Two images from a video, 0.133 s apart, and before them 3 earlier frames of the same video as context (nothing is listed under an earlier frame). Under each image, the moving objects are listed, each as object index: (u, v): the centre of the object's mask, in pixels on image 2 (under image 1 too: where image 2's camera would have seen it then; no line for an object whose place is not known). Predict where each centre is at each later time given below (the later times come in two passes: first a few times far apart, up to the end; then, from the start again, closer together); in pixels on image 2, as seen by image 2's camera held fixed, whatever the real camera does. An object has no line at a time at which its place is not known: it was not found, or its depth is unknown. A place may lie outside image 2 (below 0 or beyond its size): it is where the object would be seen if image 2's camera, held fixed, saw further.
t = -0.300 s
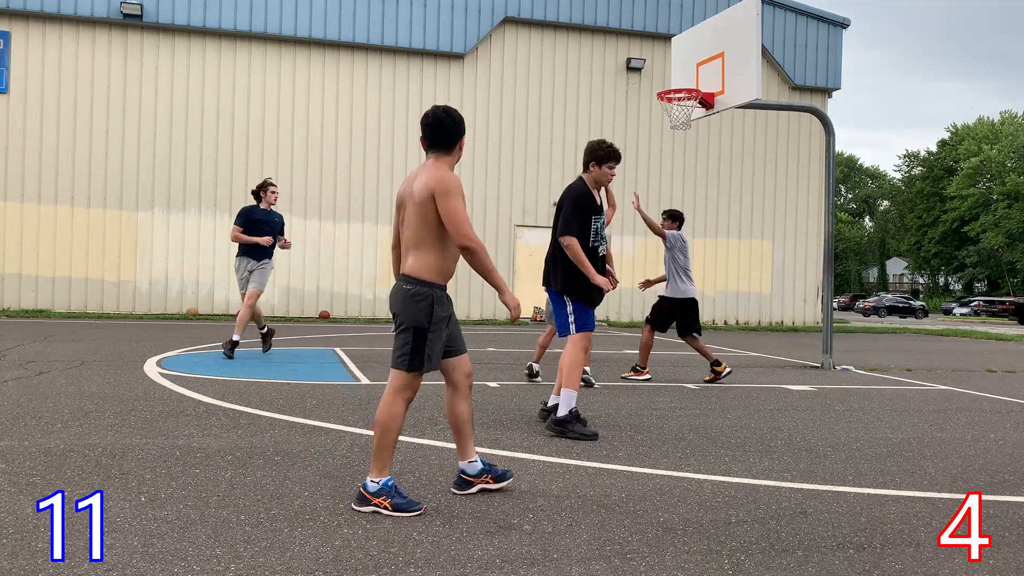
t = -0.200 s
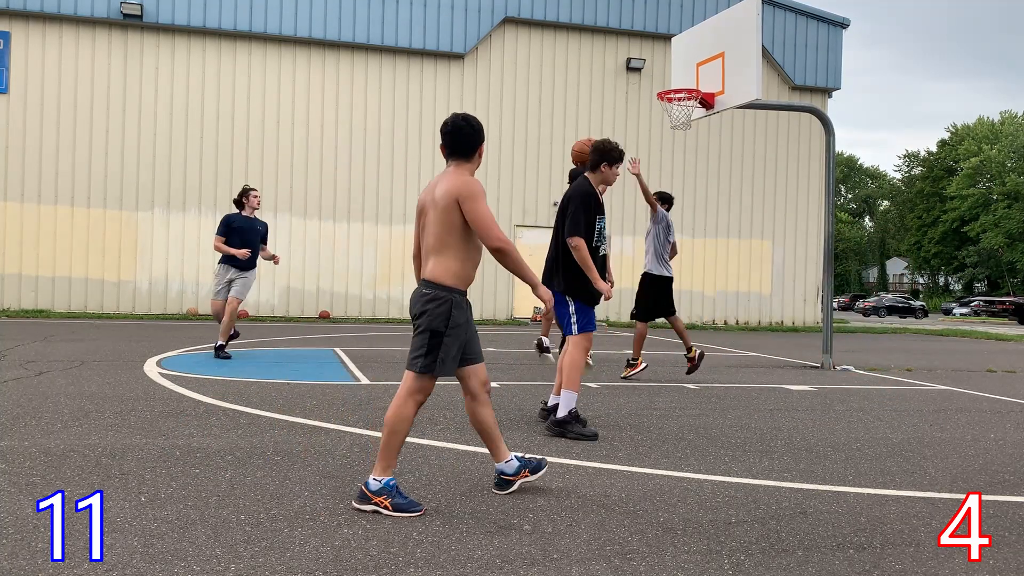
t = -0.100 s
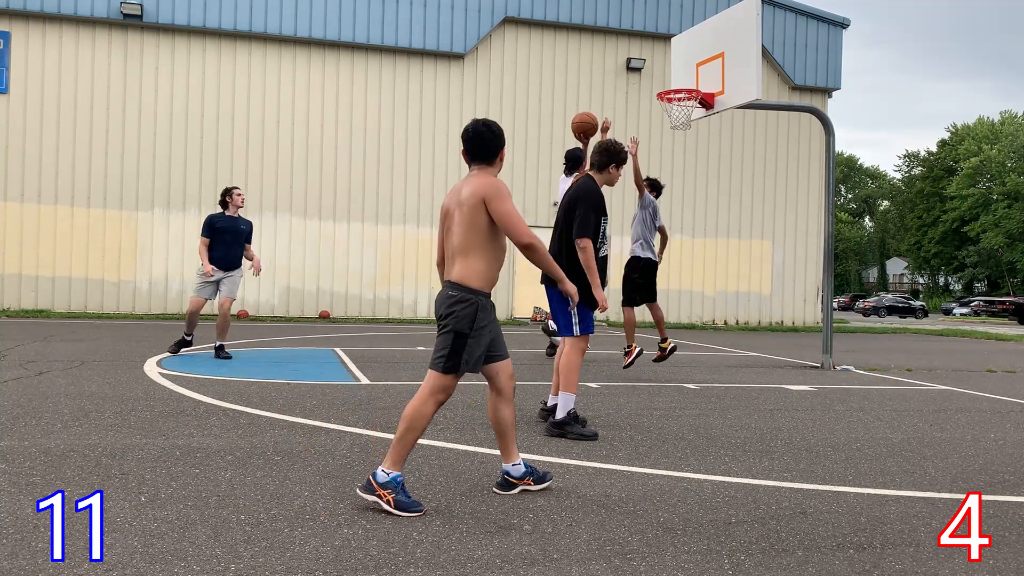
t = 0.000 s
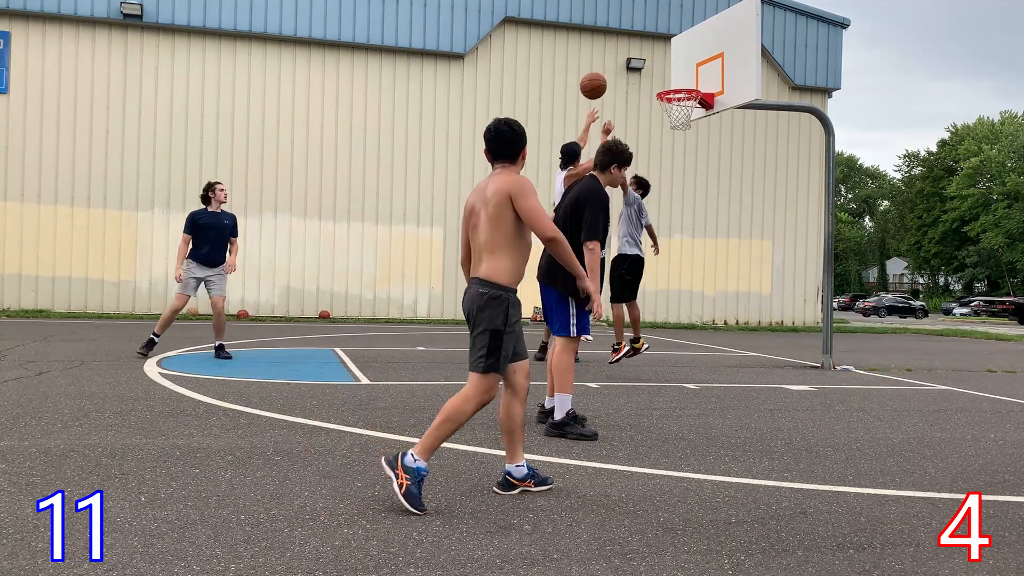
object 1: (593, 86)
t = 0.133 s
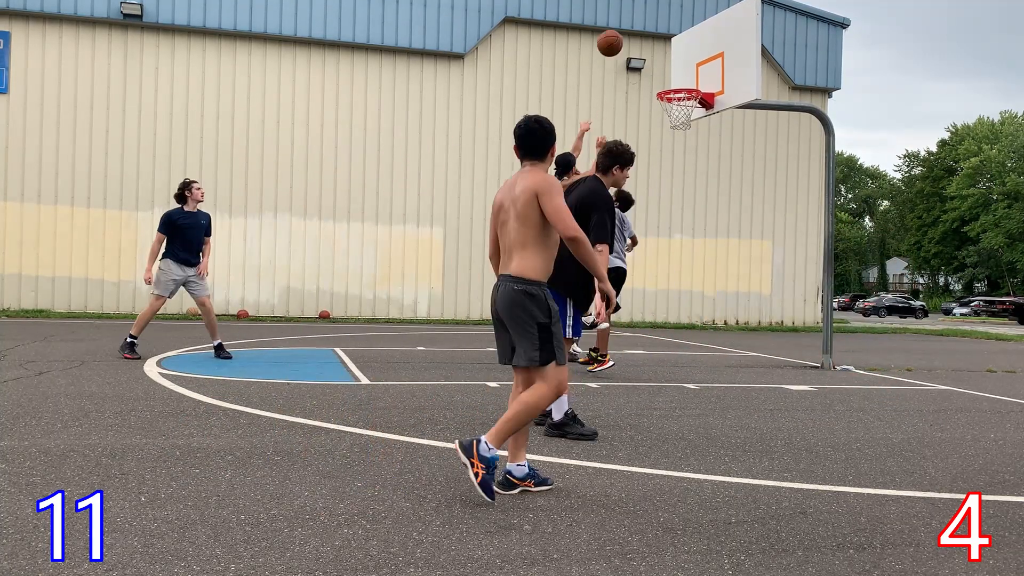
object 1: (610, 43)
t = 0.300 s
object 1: (628, 20)
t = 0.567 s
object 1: (651, 41)
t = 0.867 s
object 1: (680, 77)
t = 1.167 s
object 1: (675, 93)
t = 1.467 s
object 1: (678, 108)
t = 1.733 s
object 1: (681, 119)
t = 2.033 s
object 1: (681, 121)
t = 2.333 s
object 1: (679, 124)
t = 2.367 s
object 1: (679, 124)
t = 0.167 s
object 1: (614, 36)
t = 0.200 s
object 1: (617, 30)
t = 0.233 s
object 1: (621, 26)
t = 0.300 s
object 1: (628, 20)
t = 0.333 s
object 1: (631, 20)
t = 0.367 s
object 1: (634, 19)
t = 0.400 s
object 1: (637, 21)
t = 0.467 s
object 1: (643, 26)
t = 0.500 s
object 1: (645, 30)
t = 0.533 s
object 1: (648, 36)
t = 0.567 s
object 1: (651, 41)
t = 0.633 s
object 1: (655, 56)
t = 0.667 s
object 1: (658, 64)
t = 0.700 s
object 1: (660, 74)
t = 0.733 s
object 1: (661, 83)
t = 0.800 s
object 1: (671, 79)
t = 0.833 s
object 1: (675, 78)
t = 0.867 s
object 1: (680, 77)
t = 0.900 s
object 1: (685, 77)
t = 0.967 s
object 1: (694, 79)
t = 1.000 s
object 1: (692, 79)
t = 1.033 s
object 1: (689, 80)
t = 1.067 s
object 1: (686, 81)
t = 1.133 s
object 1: (679, 84)
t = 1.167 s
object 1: (675, 93)
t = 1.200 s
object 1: (673, 101)
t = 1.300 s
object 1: (669, 108)
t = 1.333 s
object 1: (669, 107)
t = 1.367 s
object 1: (670, 106)
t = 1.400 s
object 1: (672, 106)
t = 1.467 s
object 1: (678, 108)
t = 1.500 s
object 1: (679, 110)
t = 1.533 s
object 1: (684, 113)
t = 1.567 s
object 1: (684, 115)
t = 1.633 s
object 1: (685, 117)
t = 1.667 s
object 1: (685, 118)
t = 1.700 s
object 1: (683, 118)
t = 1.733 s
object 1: (681, 119)
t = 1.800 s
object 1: (678, 120)
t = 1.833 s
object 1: (677, 120)
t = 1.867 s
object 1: (677, 121)
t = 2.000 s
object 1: (680, 120)
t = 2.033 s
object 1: (681, 121)
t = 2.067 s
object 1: (682, 122)
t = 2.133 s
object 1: (683, 124)
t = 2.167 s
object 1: (681, 124)
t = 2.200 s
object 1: (680, 125)
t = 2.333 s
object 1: (679, 124)
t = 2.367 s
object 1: (679, 124)
